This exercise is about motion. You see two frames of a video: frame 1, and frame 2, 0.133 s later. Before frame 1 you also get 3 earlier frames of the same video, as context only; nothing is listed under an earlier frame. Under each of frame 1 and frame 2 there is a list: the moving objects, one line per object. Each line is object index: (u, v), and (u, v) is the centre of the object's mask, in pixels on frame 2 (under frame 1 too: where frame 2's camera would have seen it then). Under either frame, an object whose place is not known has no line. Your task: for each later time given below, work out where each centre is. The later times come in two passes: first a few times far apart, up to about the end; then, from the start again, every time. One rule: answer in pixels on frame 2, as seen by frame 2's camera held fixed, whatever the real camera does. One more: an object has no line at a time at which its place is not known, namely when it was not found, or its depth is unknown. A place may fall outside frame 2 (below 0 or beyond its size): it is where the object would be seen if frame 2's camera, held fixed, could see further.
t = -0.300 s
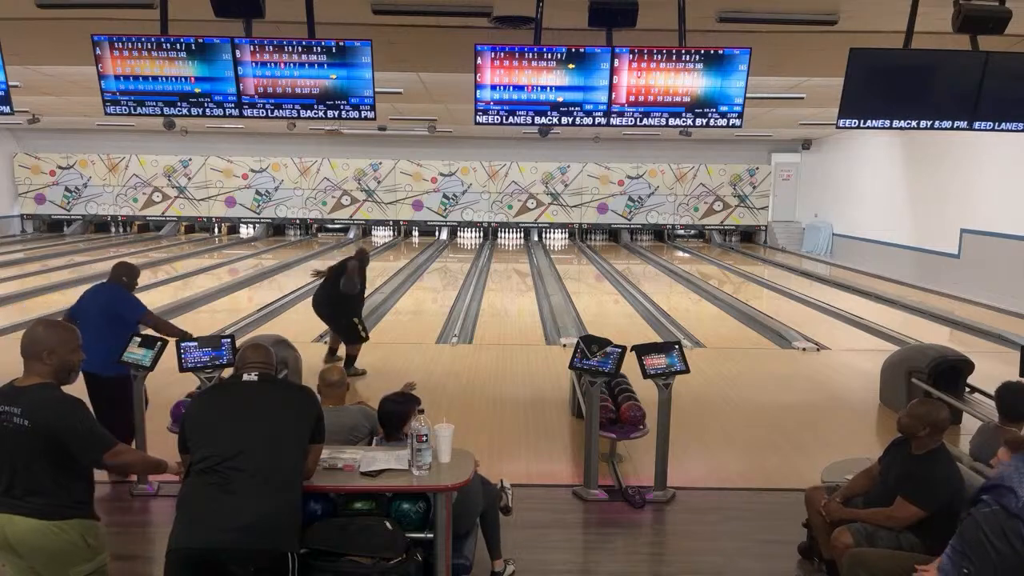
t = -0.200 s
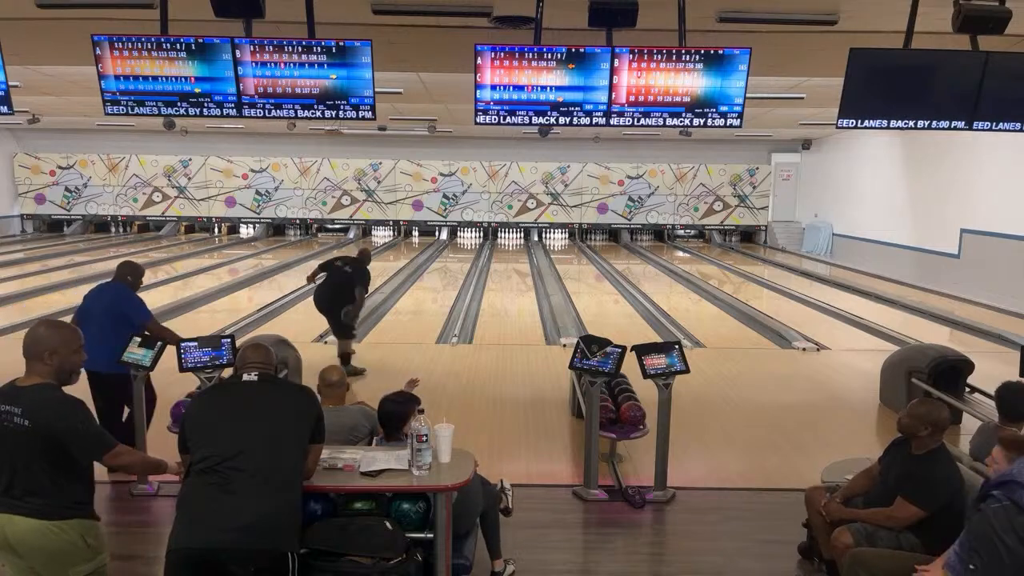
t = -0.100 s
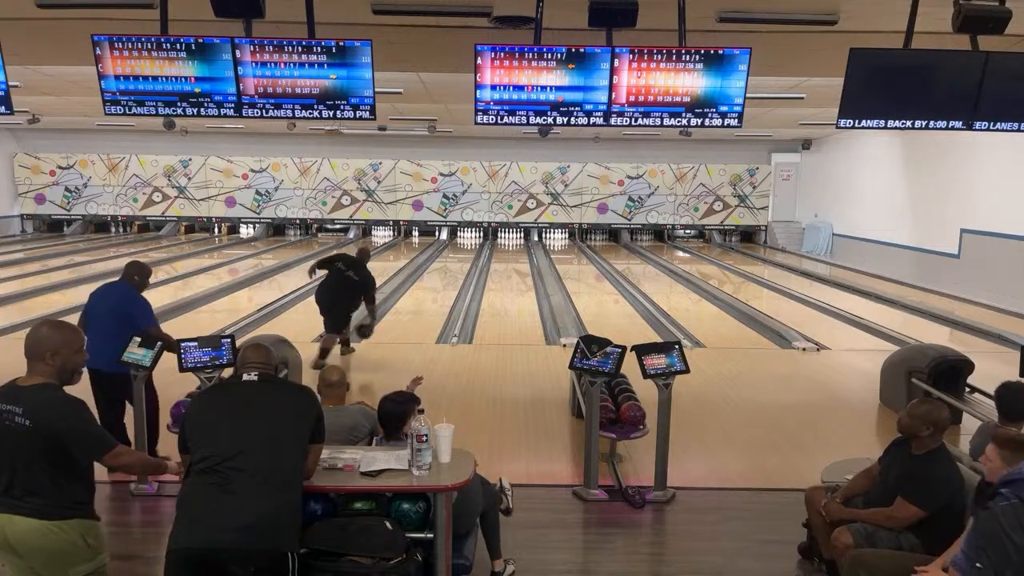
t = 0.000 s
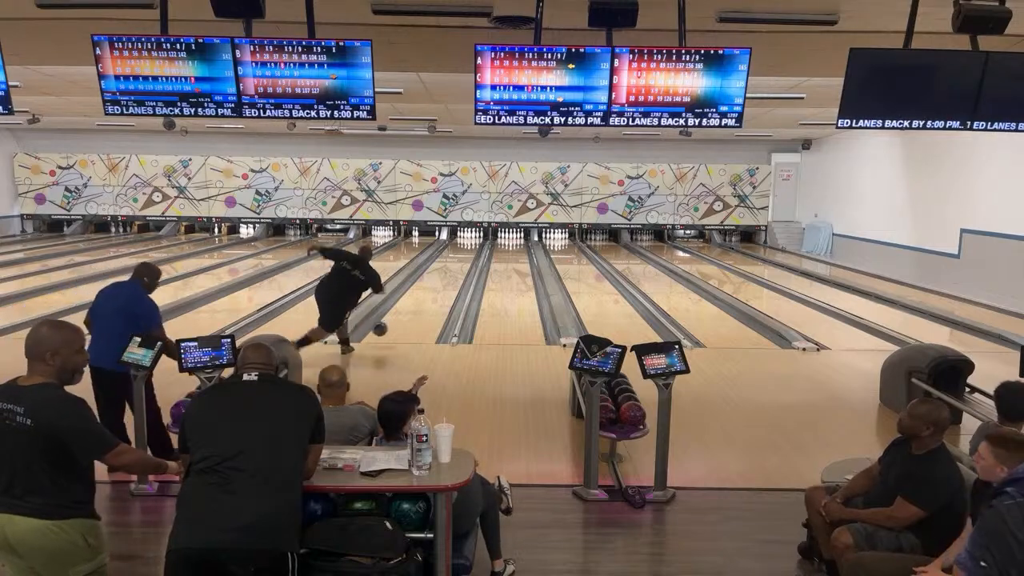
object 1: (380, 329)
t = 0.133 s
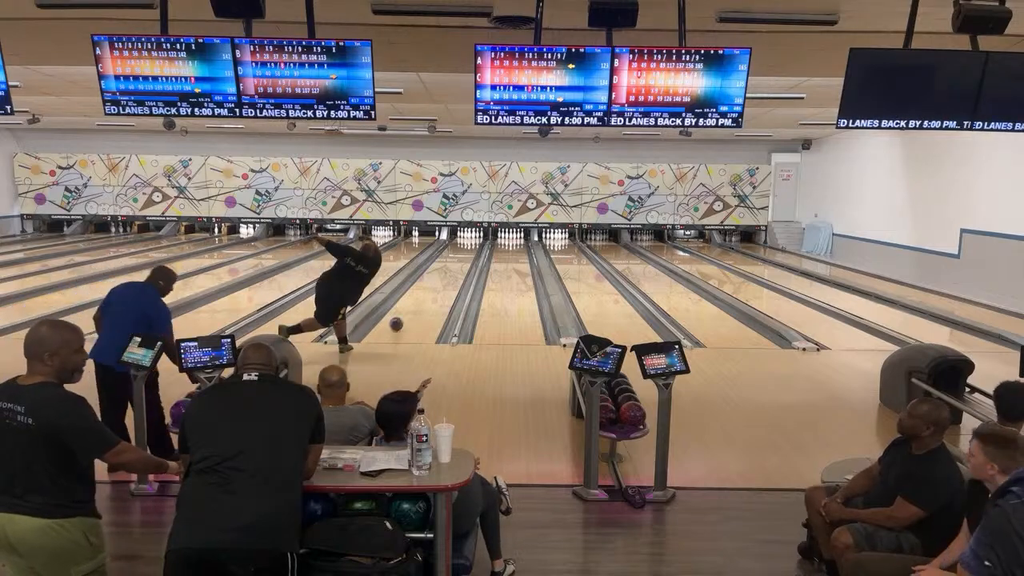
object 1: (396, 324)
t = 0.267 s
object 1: (410, 313)
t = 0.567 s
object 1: (433, 290)
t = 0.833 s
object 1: (447, 276)
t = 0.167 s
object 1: (401, 323)
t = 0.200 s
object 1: (404, 320)
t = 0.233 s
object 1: (407, 315)
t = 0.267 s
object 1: (410, 313)
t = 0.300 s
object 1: (413, 309)
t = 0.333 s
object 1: (416, 307)
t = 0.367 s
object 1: (418, 304)
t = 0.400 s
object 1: (421, 301)
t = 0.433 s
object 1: (424, 299)
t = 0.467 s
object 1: (426, 296)
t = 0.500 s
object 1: (428, 294)
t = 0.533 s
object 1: (431, 292)
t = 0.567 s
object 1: (433, 290)
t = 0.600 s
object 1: (435, 288)
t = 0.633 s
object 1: (437, 286)
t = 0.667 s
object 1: (439, 284)
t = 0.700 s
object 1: (441, 283)
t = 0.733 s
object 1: (442, 281)
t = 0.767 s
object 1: (444, 279)
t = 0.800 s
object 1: (446, 278)
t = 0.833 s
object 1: (447, 276)
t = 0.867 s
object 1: (449, 275)
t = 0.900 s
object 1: (450, 273)
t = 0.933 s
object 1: (452, 272)
